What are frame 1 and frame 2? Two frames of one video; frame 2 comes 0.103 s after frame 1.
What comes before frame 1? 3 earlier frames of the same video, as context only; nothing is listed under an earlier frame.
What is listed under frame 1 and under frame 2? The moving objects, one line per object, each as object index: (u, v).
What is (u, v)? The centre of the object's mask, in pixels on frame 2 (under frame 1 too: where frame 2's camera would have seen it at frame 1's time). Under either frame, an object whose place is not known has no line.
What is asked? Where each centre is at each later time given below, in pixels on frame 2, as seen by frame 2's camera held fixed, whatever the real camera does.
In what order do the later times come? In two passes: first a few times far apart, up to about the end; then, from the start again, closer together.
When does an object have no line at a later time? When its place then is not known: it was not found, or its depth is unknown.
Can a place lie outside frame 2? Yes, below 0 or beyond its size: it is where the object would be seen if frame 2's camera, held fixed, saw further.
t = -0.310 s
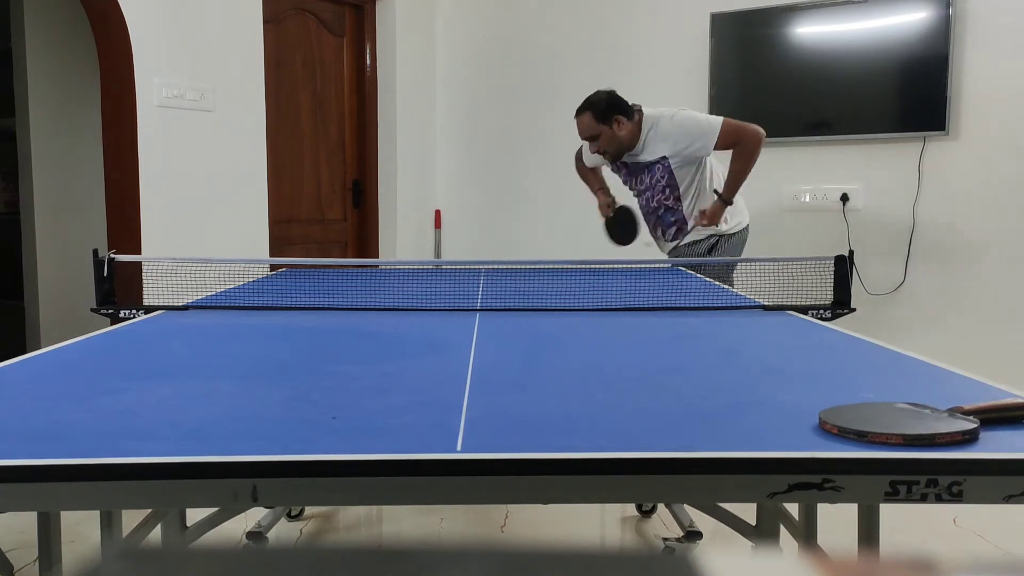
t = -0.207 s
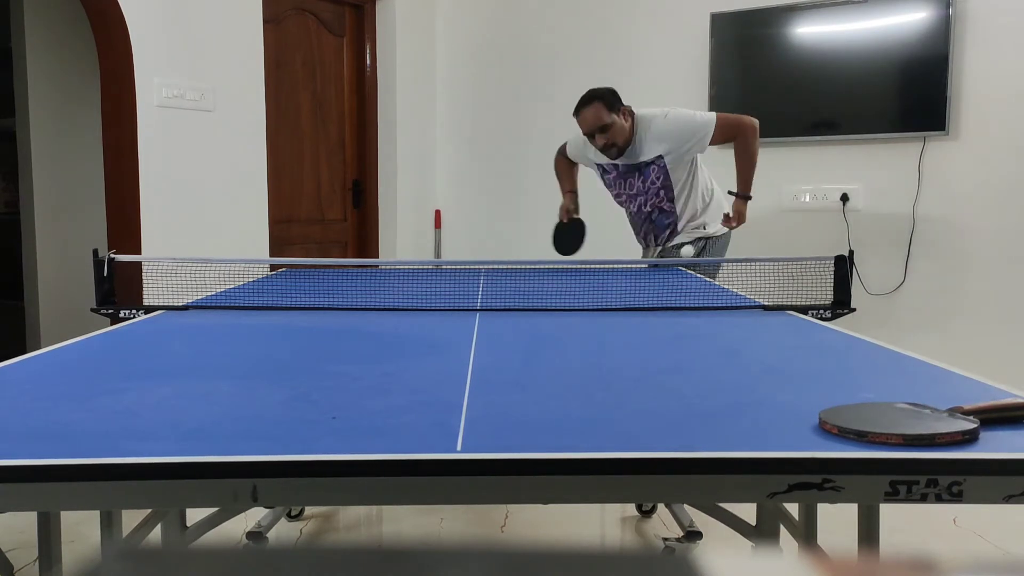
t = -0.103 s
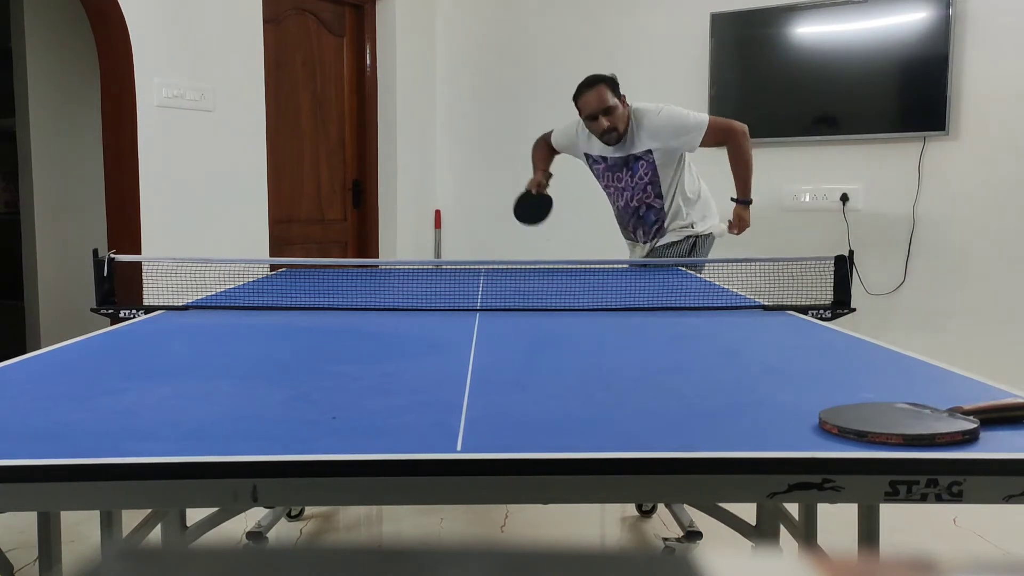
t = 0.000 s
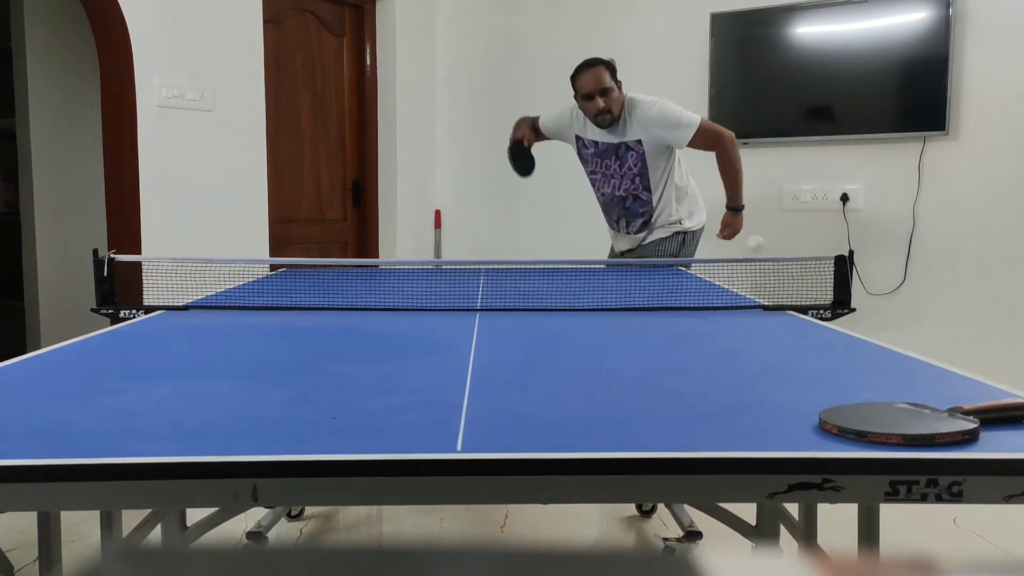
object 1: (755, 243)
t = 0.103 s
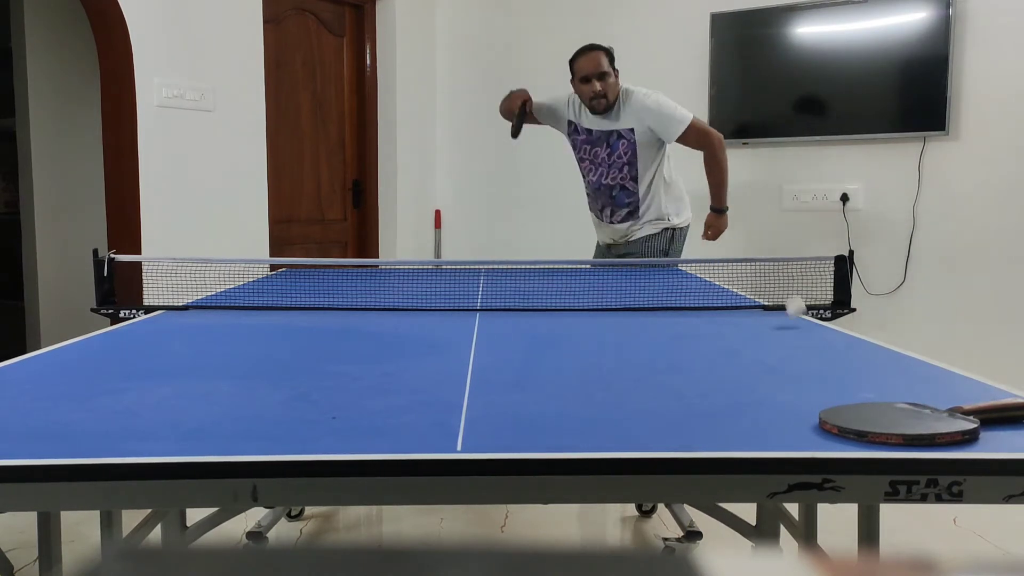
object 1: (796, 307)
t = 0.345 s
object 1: (817, 305)
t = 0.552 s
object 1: (795, 329)
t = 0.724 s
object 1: (727, 520)
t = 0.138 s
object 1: (803, 303)
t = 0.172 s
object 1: (805, 287)
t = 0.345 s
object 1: (817, 305)
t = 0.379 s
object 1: (817, 336)
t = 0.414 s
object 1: (817, 379)
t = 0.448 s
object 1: (814, 360)
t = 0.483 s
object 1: (808, 342)
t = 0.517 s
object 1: (803, 332)
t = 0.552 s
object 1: (795, 329)
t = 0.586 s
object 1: (786, 337)
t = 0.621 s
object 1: (775, 357)
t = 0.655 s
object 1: (762, 392)
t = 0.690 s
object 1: (745, 450)
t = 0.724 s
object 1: (727, 520)
